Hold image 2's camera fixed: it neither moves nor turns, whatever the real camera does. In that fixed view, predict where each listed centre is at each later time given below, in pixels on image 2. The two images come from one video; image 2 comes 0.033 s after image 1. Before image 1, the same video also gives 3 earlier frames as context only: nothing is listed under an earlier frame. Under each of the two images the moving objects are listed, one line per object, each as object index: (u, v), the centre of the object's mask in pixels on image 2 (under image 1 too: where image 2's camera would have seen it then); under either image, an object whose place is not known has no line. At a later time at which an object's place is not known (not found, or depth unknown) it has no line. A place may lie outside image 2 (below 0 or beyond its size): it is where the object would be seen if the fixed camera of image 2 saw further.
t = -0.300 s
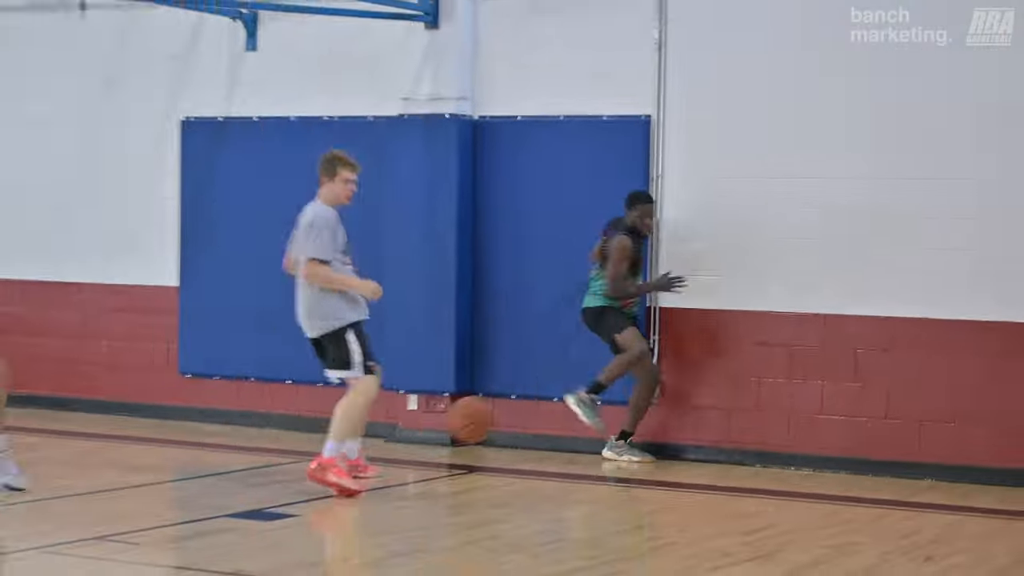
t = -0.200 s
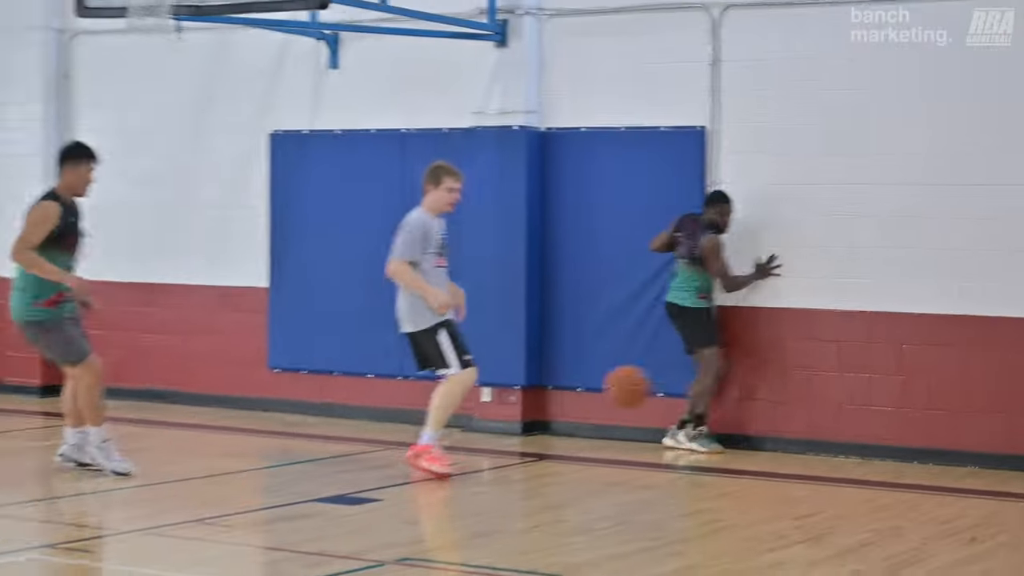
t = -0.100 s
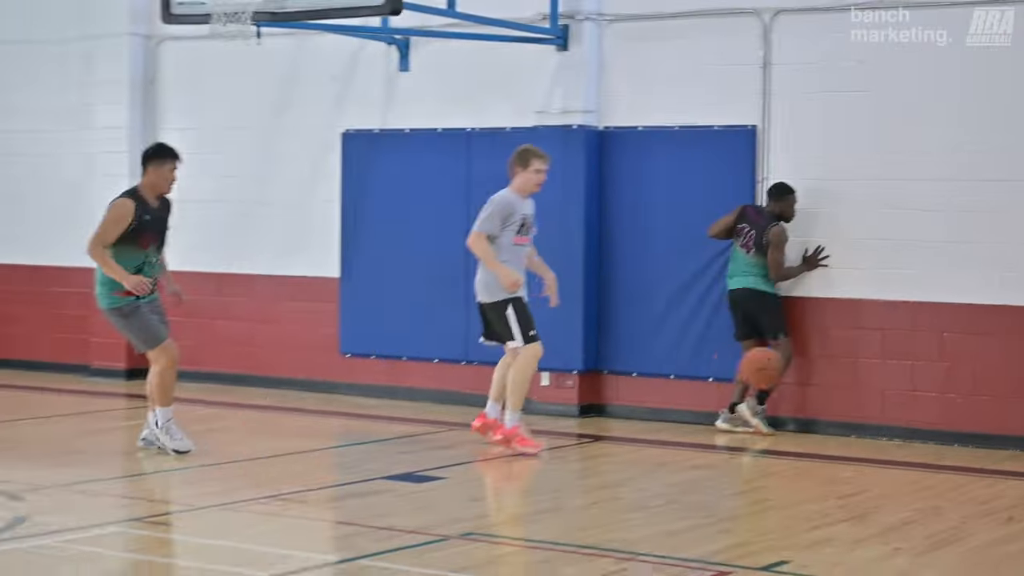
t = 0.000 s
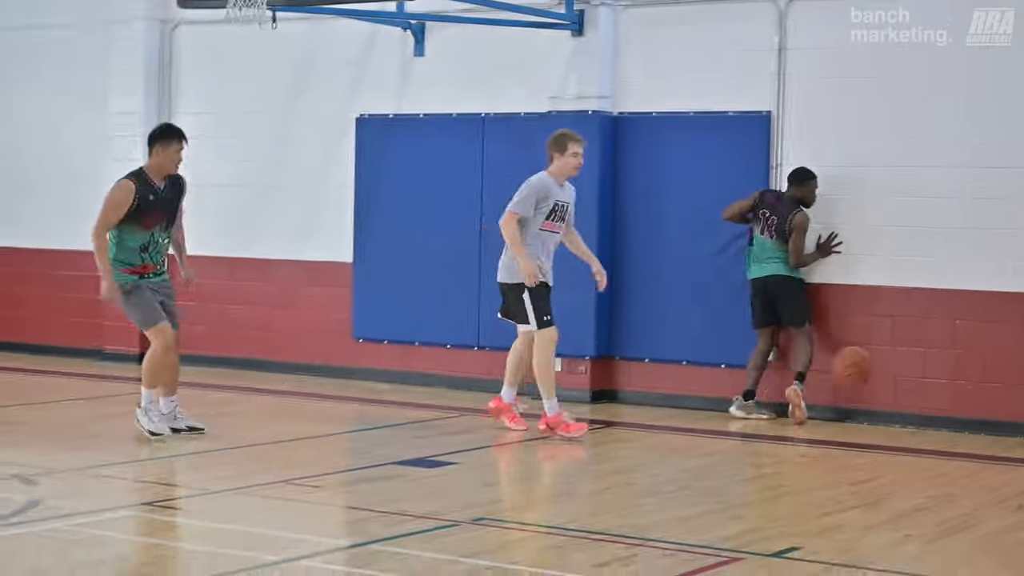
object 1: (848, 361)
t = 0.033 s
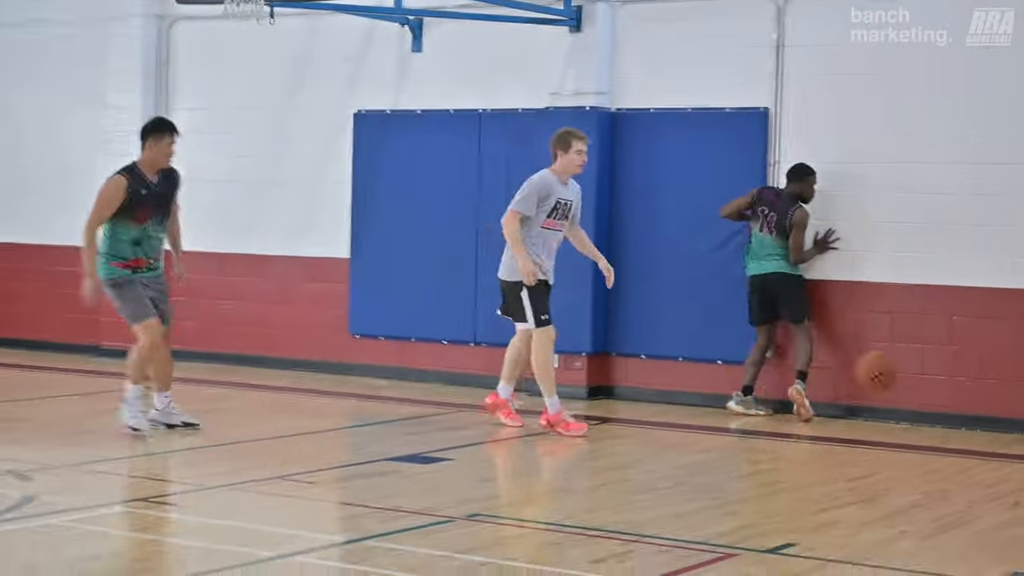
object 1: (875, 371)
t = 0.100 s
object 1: (929, 395)
